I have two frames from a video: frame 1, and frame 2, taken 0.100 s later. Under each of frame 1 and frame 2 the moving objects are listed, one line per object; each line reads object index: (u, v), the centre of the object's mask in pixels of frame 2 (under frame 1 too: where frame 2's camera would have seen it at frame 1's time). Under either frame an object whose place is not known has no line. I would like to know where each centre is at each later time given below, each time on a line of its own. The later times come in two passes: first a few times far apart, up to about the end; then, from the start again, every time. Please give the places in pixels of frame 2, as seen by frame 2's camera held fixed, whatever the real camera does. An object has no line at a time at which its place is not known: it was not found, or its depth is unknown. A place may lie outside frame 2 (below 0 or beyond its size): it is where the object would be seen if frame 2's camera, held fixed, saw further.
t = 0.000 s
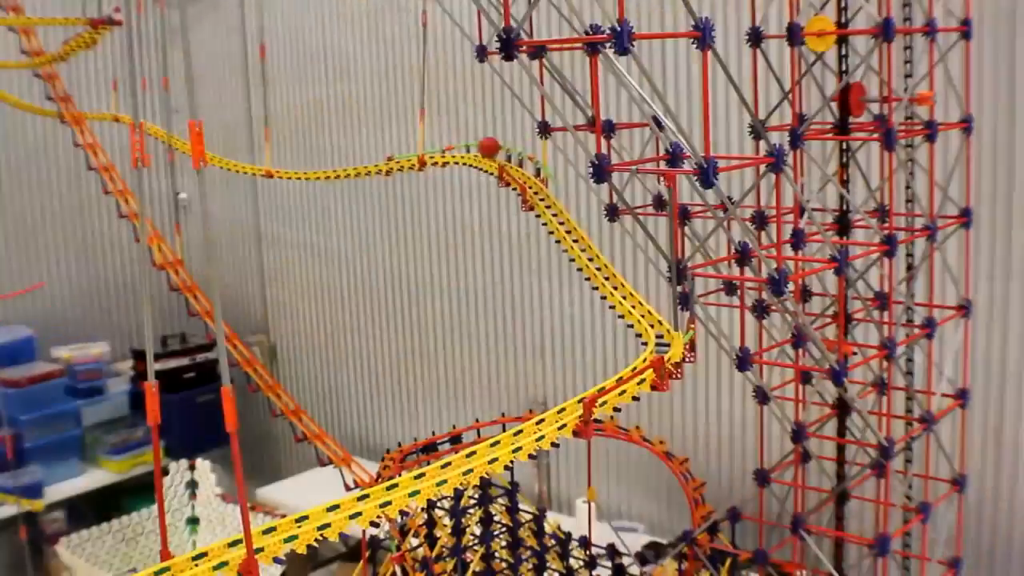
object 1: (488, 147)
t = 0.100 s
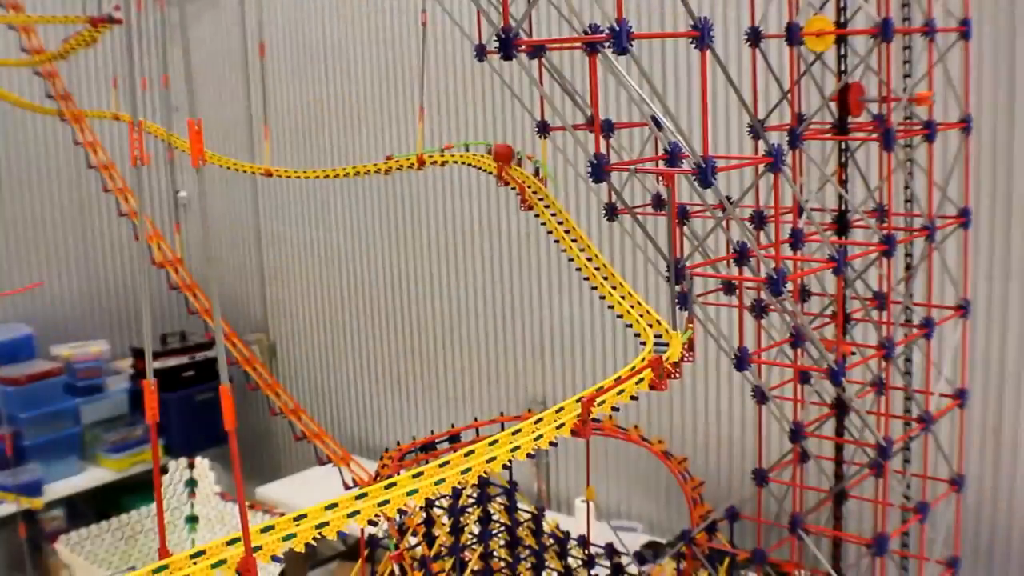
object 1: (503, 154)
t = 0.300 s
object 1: (544, 189)
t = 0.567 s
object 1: (631, 287)
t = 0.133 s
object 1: (510, 158)
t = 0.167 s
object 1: (516, 162)
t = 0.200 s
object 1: (522, 166)
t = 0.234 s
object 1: (529, 171)
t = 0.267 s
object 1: (537, 181)
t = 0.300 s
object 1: (544, 189)
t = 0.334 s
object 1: (554, 200)
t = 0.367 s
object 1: (562, 211)
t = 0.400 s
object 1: (571, 222)
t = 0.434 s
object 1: (582, 234)
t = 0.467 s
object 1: (592, 248)
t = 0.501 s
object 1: (604, 261)
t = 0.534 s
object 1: (616, 273)
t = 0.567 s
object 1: (631, 287)
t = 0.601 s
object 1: (646, 298)
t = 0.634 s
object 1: (658, 310)
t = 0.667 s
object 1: (673, 314)
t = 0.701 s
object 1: (670, 319)
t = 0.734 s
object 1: (664, 327)
